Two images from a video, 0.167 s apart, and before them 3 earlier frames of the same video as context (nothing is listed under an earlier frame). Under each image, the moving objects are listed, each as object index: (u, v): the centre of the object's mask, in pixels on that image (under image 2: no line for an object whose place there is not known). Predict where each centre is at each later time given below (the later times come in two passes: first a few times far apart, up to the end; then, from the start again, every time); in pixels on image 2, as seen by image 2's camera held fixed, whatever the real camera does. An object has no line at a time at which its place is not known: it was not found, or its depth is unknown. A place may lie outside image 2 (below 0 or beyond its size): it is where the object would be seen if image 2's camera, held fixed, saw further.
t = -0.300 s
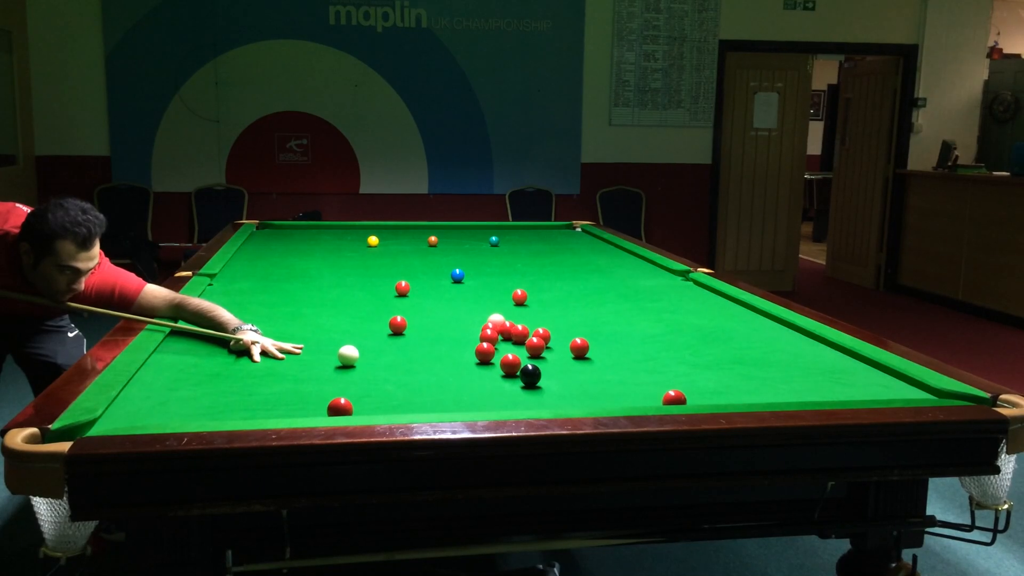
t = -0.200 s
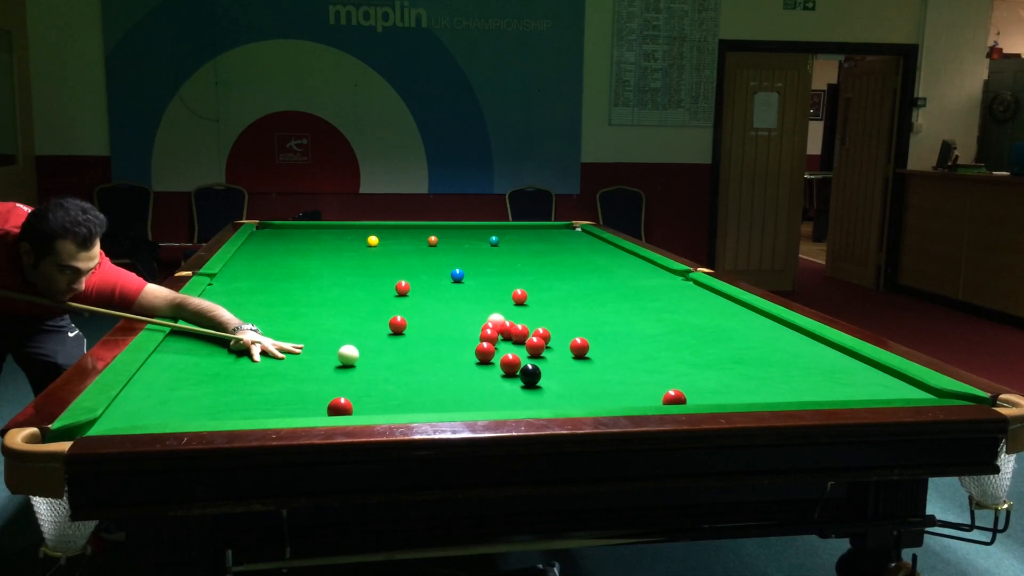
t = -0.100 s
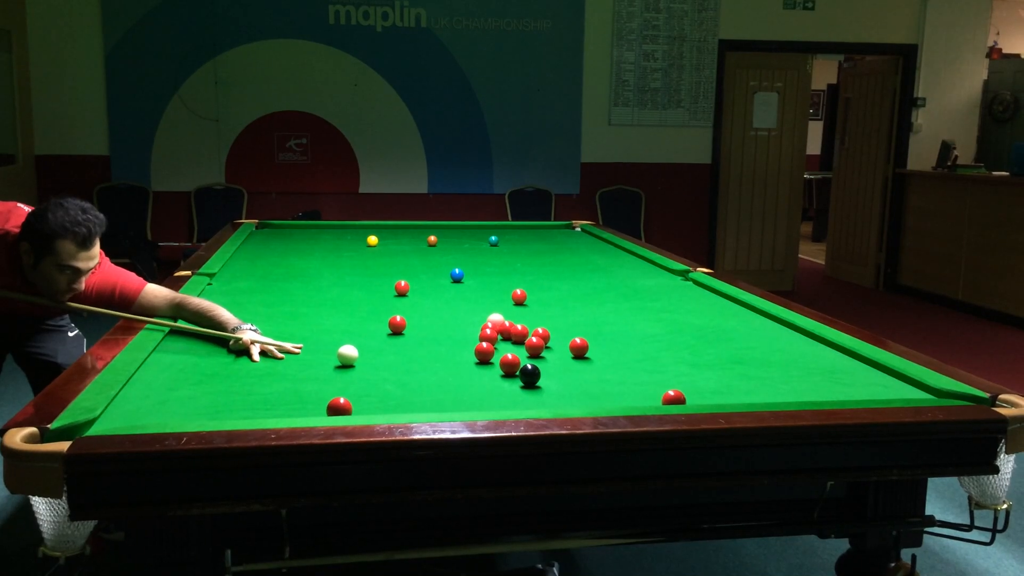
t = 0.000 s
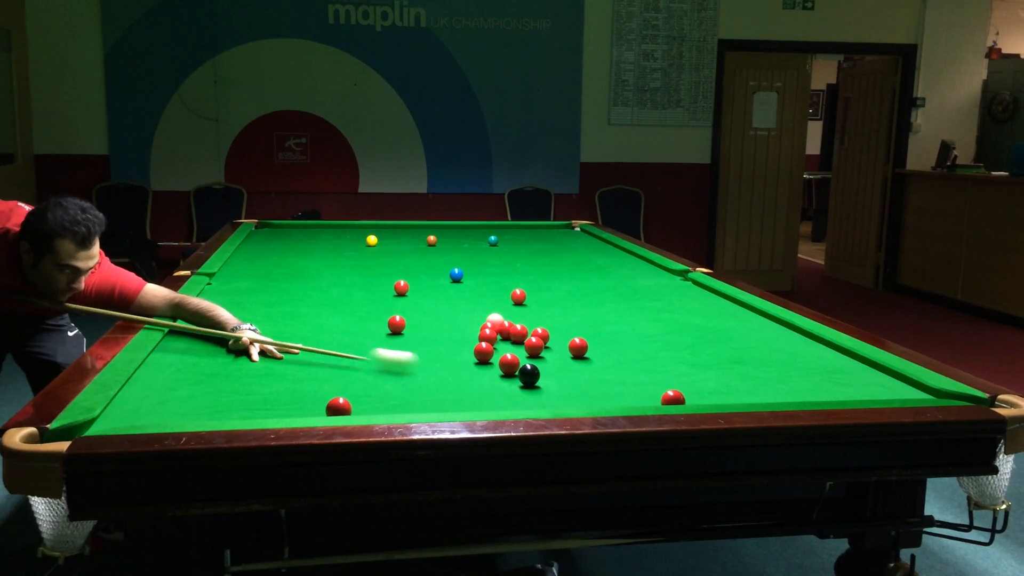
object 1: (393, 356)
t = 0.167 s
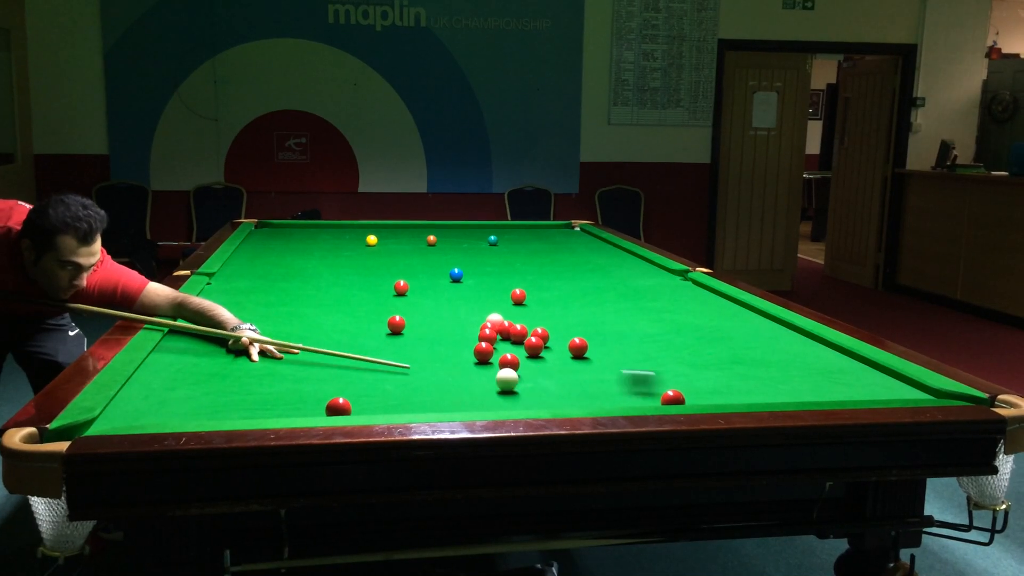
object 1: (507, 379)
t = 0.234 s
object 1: (508, 384)
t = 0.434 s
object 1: (510, 398)
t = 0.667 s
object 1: (508, 404)
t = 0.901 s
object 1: (487, 399)
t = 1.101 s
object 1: (471, 391)
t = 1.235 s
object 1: (462, 386)
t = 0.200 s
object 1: (507, 381)
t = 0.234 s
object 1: (508, 384)
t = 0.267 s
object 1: (508, 386)
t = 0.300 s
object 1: (508, 388)
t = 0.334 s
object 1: (509, 391)
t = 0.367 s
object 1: (509, 393)
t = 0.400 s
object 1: (510, 395)
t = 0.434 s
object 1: (510, 398)
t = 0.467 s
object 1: (510, 399)
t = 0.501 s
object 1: (511, 401)
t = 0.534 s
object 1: (511, 402)
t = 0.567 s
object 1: (511, 403)
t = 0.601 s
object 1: (512, 404)
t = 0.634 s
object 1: (512, 405)
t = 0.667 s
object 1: (508, 404)
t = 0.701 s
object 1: (505, 404)
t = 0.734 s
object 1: (502, 403)
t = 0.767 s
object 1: (499, 402)
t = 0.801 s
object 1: (496, 401)
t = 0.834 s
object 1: (493, 401)
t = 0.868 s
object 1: (490, 400)
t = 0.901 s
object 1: (487, 399)
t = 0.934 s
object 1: (485, 398)
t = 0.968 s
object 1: (482, 396)
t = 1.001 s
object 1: (479, 395)
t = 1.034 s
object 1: (477, 394)
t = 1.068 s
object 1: (474, 392)
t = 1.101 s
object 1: (471, 391)
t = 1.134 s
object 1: (469, 390)
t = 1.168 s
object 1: (466, 388)
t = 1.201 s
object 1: (464, 387)
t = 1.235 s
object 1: (462, 386)
